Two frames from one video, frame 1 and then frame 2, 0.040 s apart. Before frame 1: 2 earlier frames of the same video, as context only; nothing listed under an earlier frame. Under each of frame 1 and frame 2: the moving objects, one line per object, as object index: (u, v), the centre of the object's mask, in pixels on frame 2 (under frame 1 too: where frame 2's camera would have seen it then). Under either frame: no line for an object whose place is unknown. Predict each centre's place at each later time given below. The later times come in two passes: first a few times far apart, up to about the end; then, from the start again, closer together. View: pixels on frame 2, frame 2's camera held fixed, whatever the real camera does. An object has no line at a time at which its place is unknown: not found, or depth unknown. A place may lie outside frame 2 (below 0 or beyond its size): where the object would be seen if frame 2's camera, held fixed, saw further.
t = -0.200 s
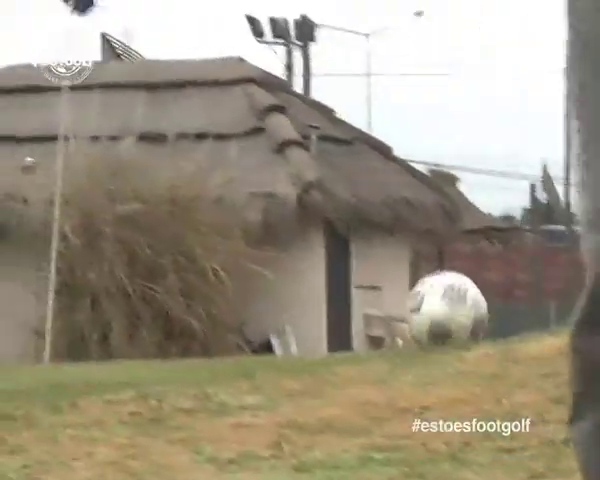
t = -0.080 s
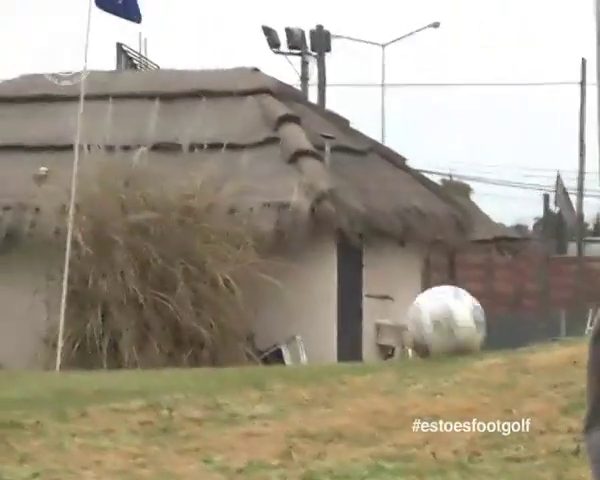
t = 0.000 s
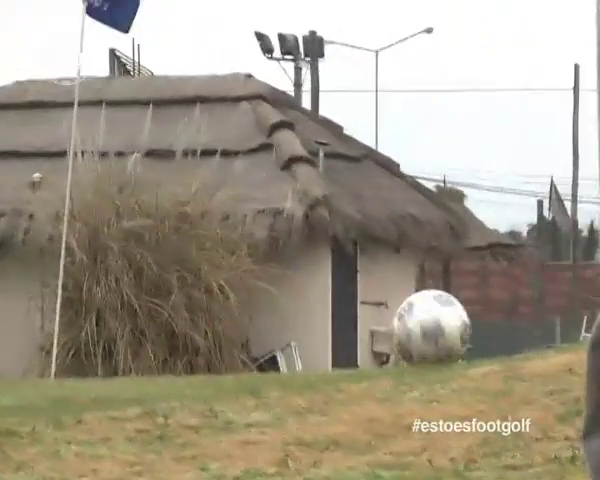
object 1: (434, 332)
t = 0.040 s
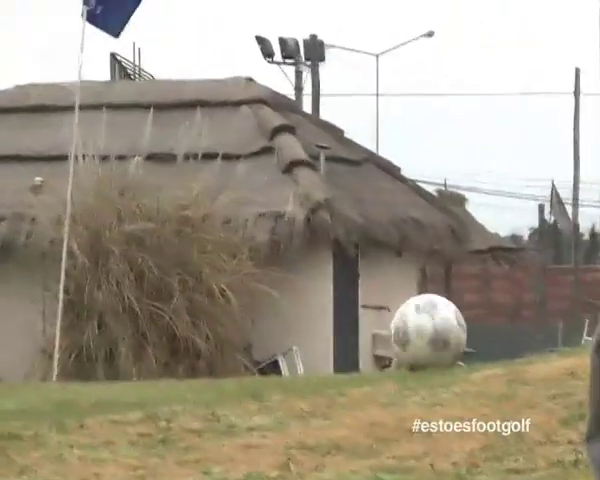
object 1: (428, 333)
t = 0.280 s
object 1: (398, 332)
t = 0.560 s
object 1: (361, 341)
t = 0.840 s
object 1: (323, 347)
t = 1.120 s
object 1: (287, 350)
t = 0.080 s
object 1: (422, 332)
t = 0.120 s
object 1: (418, 332)
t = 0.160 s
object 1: (413, 332)
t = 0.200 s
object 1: (408, 333)
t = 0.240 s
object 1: (403, 333)
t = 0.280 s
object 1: (398, 332)
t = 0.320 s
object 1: (394, 333)
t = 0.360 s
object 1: (389, 336)
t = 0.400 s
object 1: (383, 337)
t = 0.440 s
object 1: (377, 338)
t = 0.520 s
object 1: (368, 341)
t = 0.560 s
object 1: (361, 341)
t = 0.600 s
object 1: (355, 342)
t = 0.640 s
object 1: (350, 342)
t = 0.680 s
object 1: (344, 343)
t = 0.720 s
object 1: (339, 343)
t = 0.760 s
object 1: (335, 345)
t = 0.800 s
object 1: (329, 347)
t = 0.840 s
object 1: (323, 347)
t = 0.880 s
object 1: (318, 348)
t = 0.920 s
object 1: (312, 348)
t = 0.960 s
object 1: (308, 350)
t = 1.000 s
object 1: (304, 350)
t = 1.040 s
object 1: (298, 350)
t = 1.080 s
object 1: (294, 351)
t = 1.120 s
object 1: (287, 350)
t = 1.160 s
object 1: (282, 352)
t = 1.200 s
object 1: (278, 352)
